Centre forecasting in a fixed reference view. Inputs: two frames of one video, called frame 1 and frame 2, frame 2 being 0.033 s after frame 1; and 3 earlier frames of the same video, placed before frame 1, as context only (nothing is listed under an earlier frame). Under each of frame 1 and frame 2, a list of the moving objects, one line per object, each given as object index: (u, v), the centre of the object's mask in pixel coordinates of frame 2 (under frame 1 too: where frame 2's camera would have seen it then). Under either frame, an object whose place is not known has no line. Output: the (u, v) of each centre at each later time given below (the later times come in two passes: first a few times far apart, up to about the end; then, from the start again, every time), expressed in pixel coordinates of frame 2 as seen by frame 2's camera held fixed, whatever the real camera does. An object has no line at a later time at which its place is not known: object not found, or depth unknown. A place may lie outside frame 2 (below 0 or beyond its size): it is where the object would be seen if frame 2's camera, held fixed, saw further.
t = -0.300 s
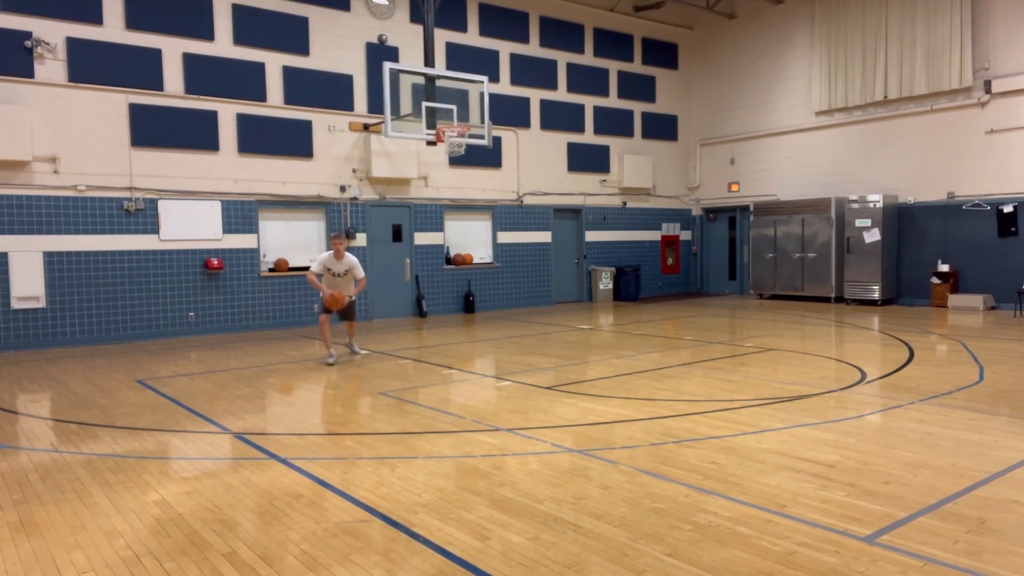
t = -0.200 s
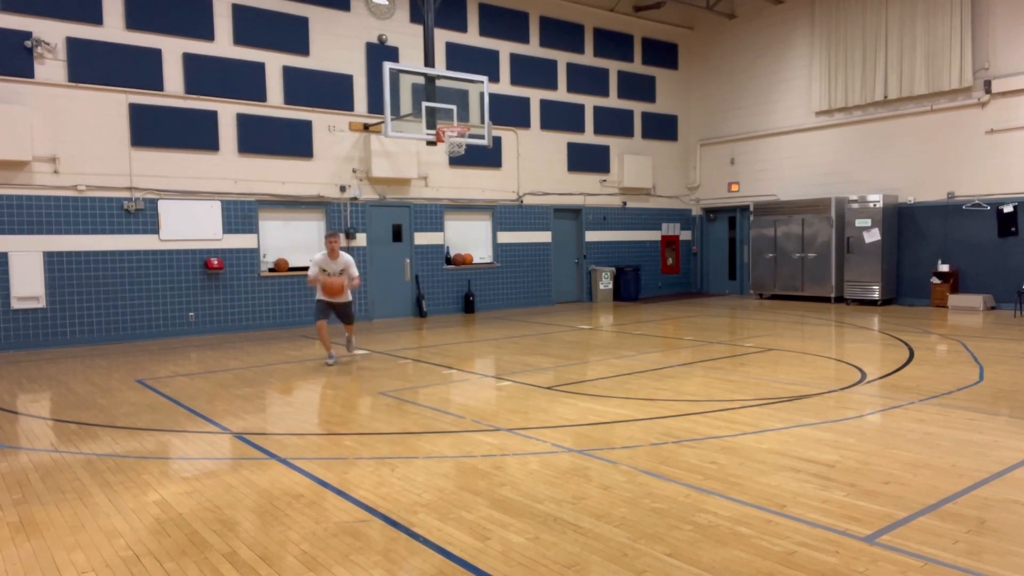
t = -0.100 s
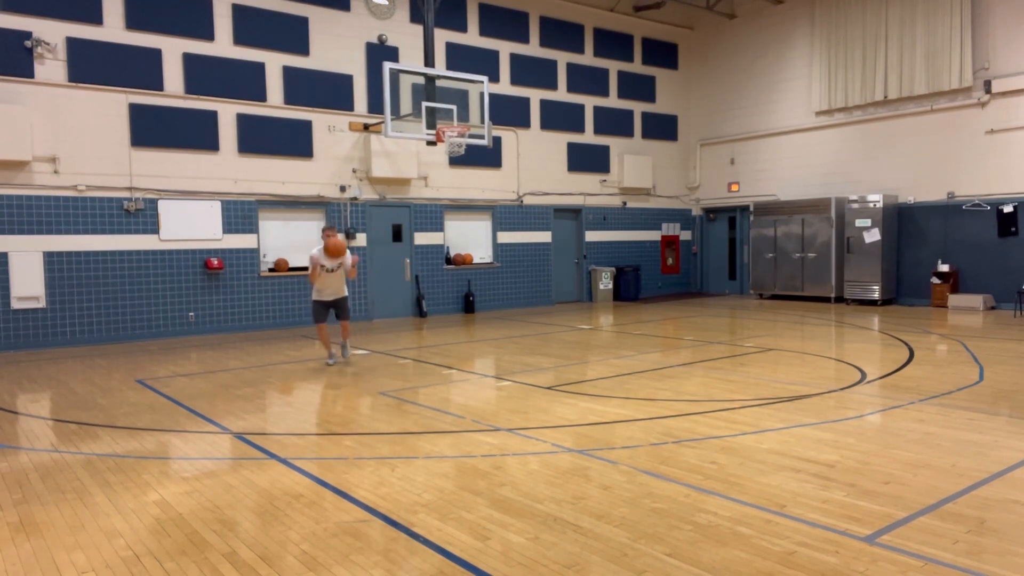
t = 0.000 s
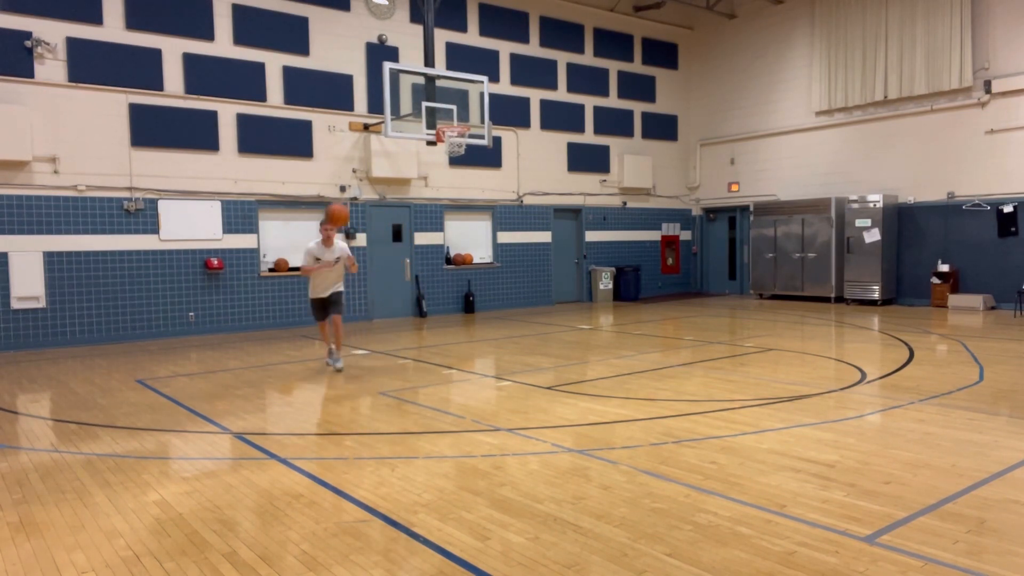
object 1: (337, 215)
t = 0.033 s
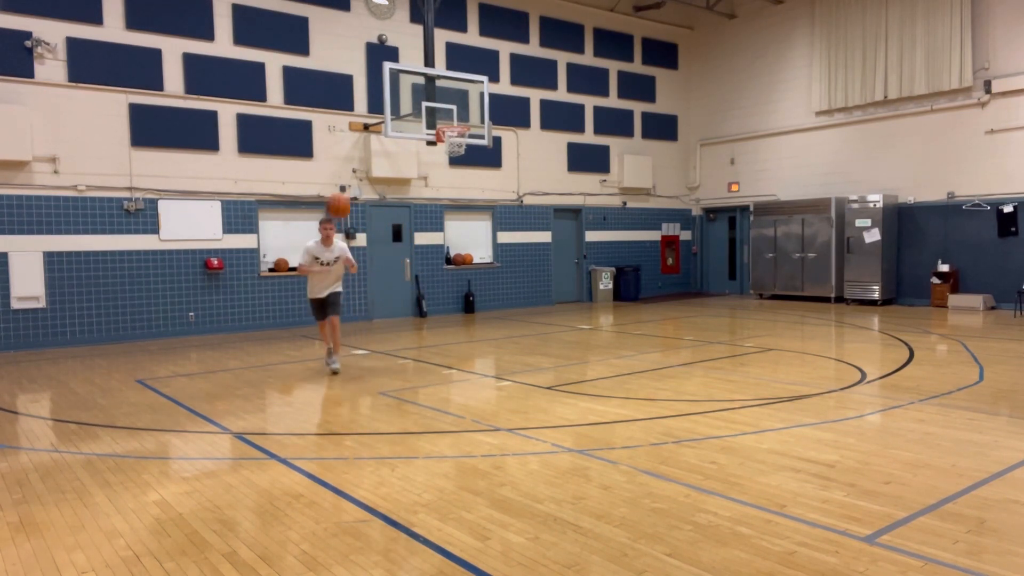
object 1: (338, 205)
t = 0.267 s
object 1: (346, 163)
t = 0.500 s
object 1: (358, 177)
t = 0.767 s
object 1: (379, 288)
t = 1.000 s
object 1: (394, 411)
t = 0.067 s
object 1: (339, 196)
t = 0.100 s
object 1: (340, 188)
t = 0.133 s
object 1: (342, 182)
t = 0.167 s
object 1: (343, 176)
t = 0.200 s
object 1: (344, 170)
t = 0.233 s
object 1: (345, 166)
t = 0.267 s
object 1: (346, 163)
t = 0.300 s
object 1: (348, 161)
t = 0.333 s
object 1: (350, 161)
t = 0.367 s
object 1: (351, 161)
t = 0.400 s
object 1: (353, 163)
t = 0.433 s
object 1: (354, 166)
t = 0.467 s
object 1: (357, 171)
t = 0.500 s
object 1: (358, 177)
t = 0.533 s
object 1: (360, 184)
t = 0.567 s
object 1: (363, 193)
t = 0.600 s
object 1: (365, 205)
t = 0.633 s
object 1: (368, 217)
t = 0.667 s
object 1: (370, 231)
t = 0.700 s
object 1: (373, 248)
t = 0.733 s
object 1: (376, 267)
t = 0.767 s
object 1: (379, 288)
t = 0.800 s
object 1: (383, 311)
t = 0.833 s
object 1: (385, 336)
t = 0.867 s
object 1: (389, 365)
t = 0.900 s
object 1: (393, 397)
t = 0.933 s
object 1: (397, 429)
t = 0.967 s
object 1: (398, 436)
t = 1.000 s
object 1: (394, 411)
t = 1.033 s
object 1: (391, 389)
